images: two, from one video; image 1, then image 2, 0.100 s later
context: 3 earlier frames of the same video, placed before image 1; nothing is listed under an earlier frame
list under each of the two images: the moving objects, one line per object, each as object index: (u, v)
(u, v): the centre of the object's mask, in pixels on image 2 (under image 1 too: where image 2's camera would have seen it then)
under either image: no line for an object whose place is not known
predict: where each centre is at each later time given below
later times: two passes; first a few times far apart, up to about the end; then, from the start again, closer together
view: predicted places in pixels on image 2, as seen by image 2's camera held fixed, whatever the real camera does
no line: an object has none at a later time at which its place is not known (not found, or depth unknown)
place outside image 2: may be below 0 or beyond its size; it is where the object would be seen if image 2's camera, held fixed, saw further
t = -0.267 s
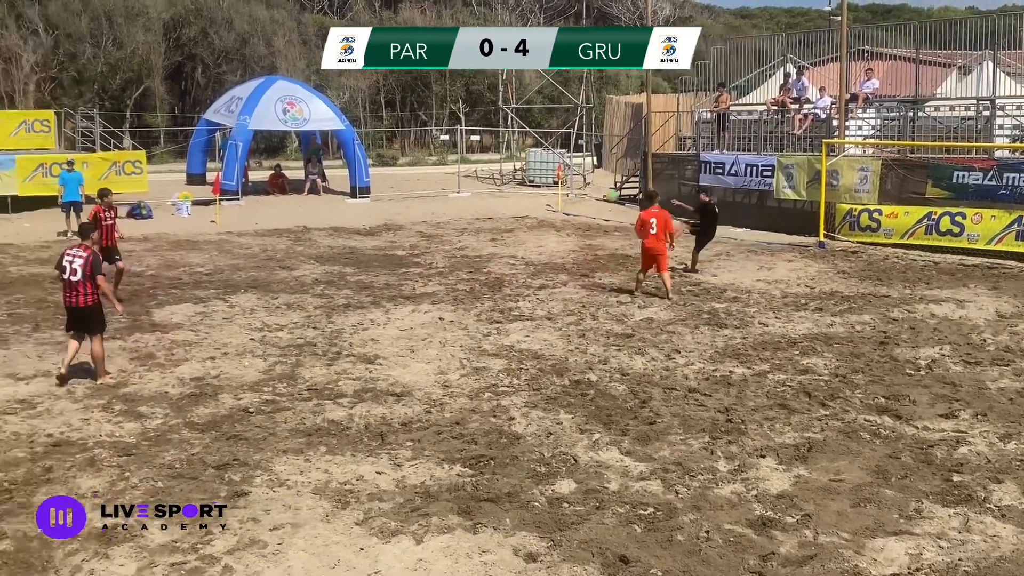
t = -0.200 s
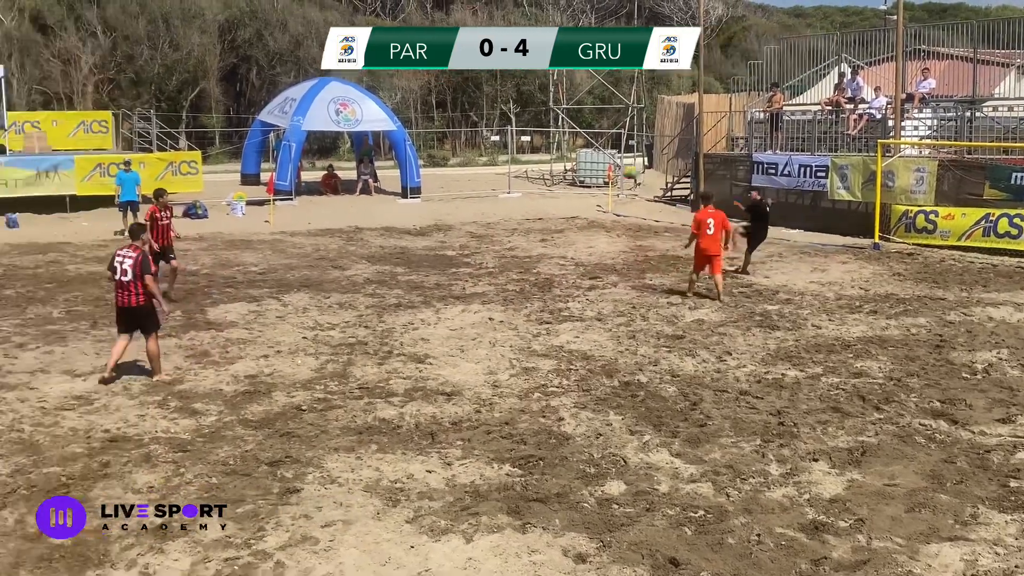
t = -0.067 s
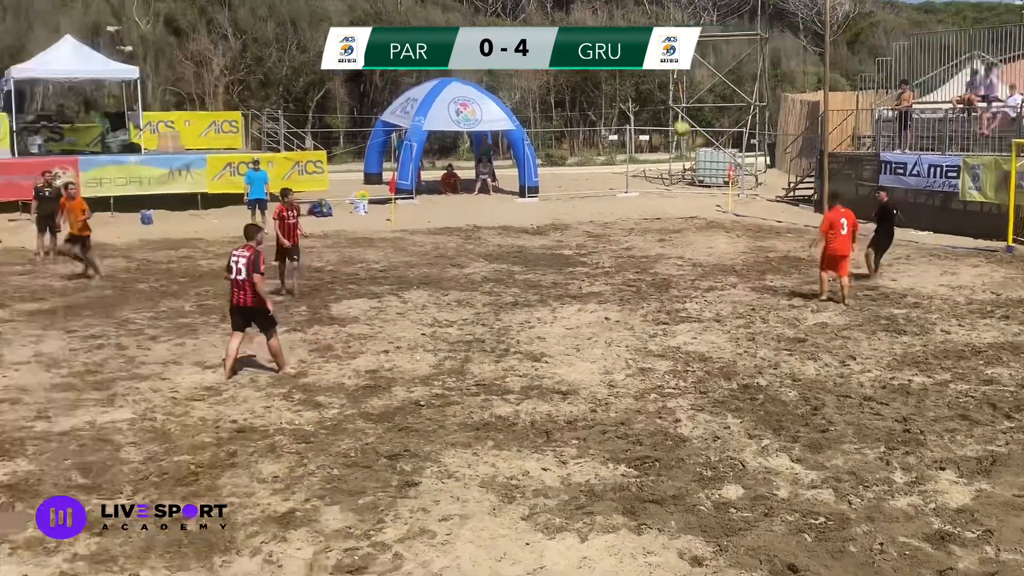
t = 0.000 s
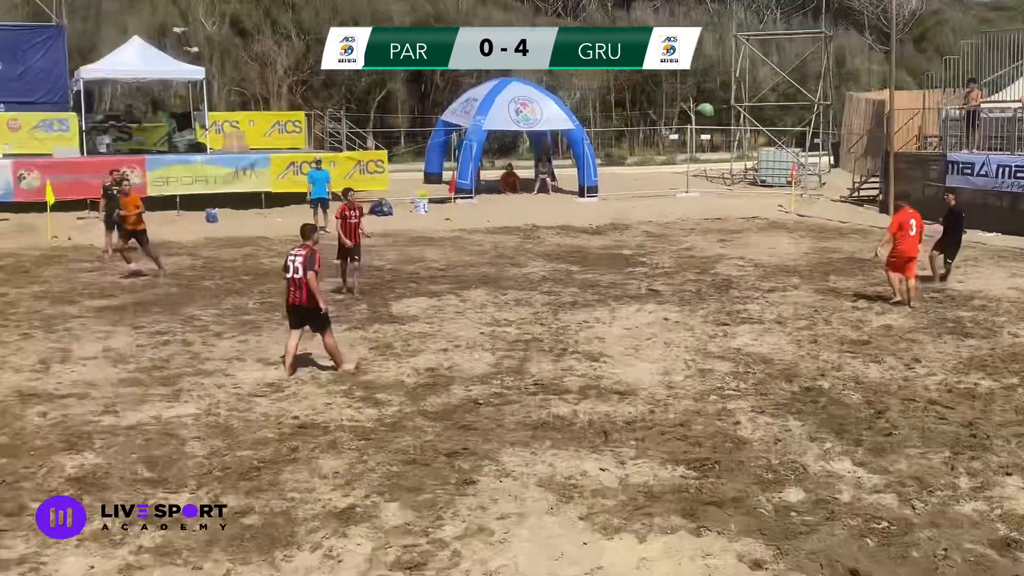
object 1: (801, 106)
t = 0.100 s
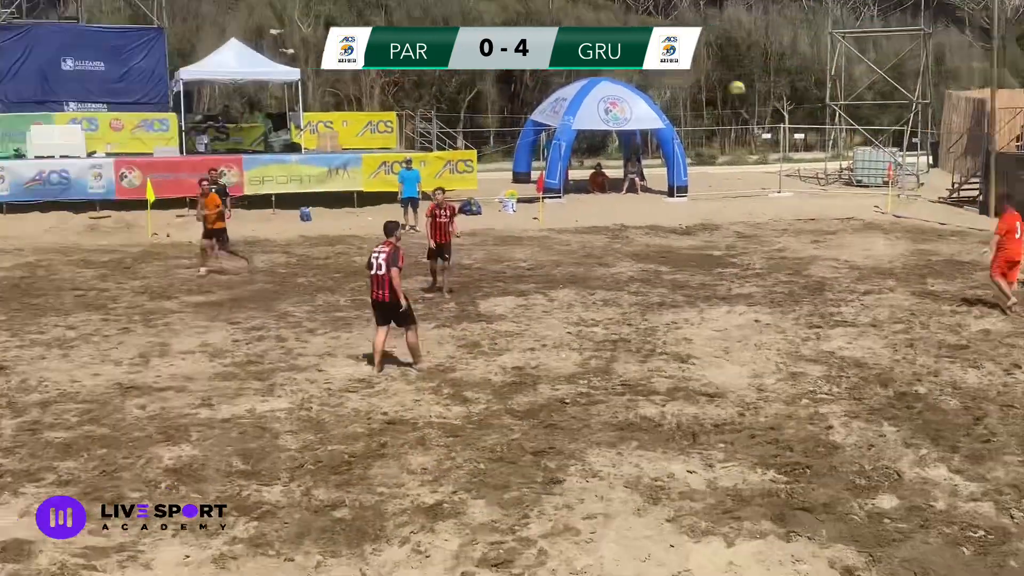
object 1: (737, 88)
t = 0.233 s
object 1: (645, 82)
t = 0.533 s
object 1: (416, 115)
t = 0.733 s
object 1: (237, 196)
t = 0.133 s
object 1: (715, 85)
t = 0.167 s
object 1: (691, 83)
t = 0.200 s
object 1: (669, 81)
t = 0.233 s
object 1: (645, 82)
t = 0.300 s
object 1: (598, 80)
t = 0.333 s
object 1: (573, 81)
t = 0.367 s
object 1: (547, 82)
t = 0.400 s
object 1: (522, 88)
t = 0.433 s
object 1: (496, 93)
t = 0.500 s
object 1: (444, 107)
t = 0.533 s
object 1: (416, 115)
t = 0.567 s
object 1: (387, 128)
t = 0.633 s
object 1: (329, 148)
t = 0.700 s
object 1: (268, 182)
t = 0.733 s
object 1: (237, 196)
